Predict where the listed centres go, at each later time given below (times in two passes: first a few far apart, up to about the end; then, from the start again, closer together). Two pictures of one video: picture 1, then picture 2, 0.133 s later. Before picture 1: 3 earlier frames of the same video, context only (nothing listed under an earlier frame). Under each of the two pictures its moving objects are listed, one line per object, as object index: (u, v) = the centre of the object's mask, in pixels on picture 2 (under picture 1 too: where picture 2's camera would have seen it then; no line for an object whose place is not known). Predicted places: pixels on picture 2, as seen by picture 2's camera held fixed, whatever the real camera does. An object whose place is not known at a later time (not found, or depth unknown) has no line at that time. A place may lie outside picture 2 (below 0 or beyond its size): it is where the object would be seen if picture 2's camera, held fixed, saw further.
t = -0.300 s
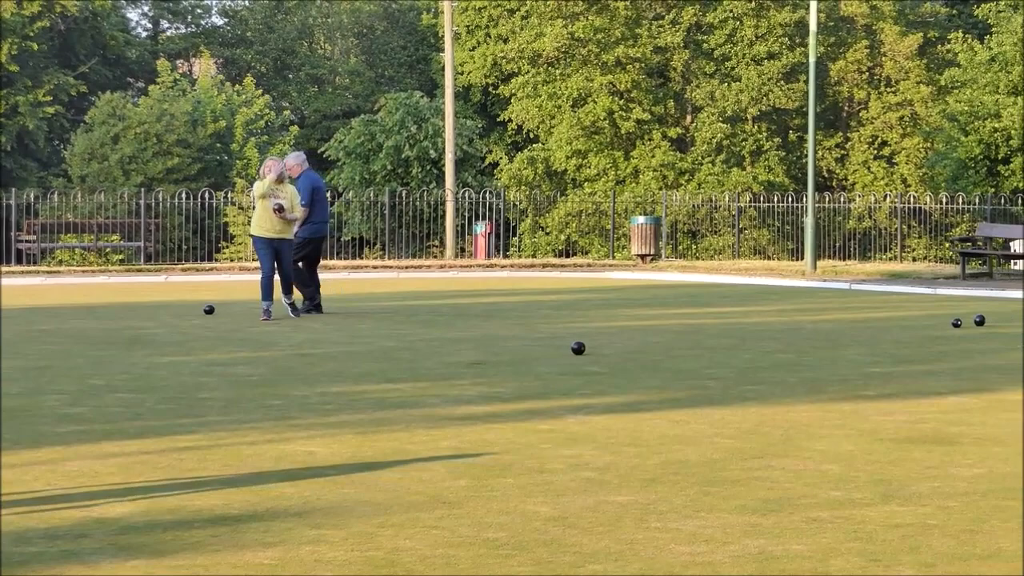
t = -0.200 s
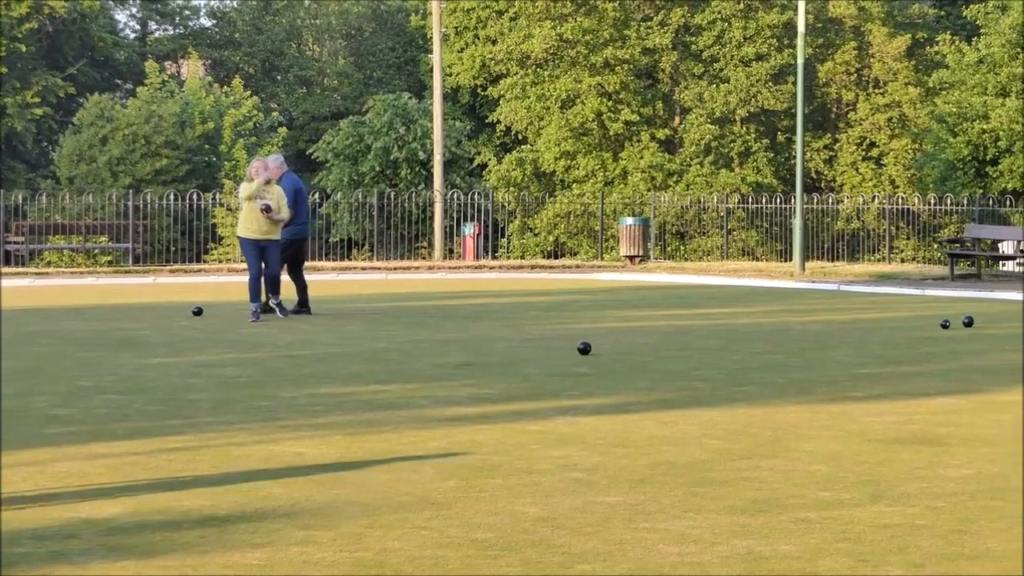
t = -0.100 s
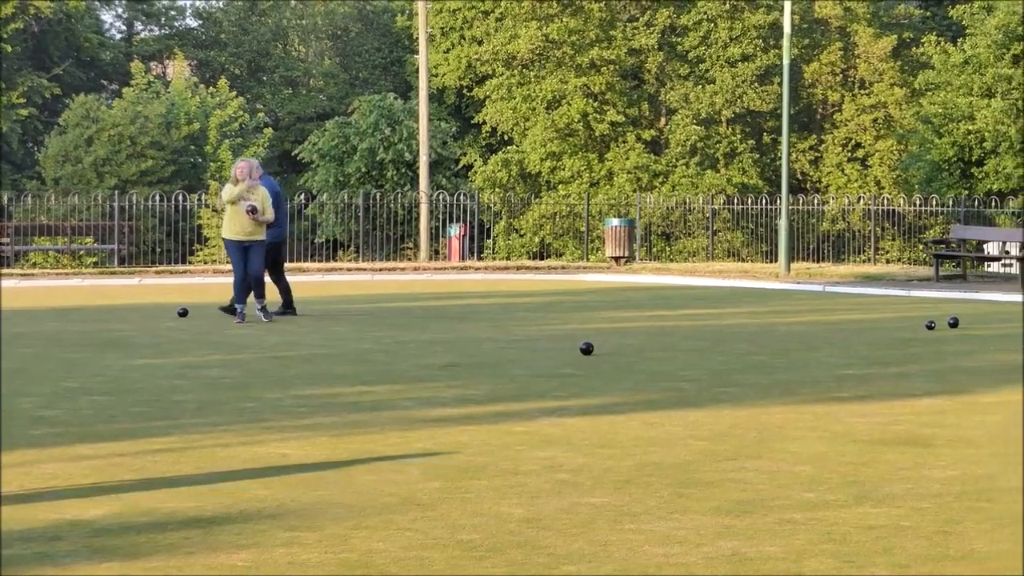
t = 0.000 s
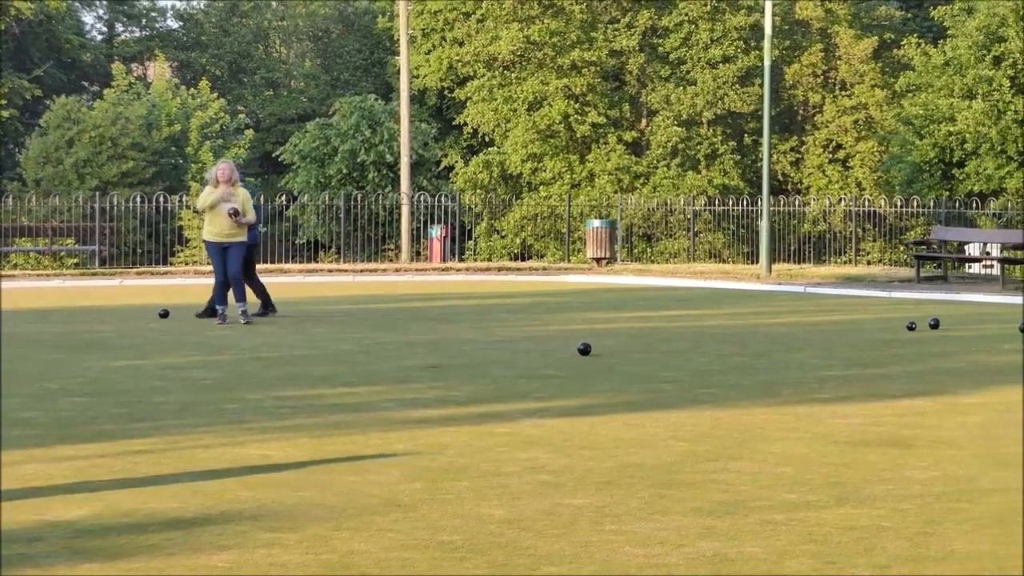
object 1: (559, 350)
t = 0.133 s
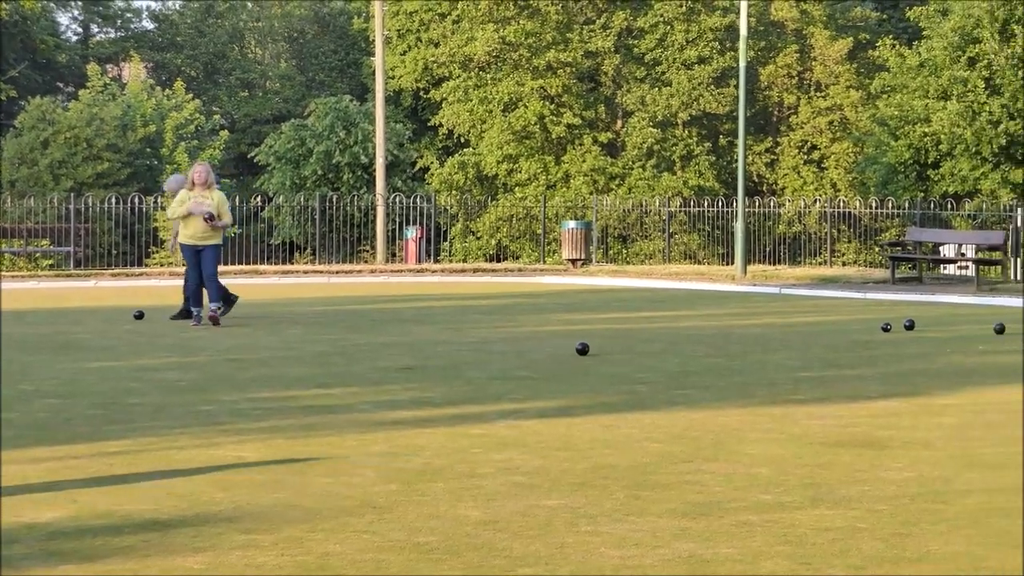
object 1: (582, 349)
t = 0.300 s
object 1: (606, 348)
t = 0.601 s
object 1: (652, 345)
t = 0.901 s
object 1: (695, 343)
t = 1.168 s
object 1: (730, 342)
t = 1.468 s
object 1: (768, 341)
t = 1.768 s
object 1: (805, 340)
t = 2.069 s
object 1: (840, 339)
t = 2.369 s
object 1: (872, 339)
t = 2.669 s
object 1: (903, 339)
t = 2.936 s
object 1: (929, 338)
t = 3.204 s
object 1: (965, 337)
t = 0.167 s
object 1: (585, 348)
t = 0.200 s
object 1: (591, 348)
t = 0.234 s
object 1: (597, 348)
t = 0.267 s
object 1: (601, 348)
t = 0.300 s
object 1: (606, 348)
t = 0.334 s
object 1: (613, 347)
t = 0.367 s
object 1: (616, 347)
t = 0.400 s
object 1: (622, 347)
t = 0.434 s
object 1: (628, 346)
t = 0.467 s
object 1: (630, 346)
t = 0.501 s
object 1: (637, 346)
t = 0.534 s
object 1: (643, 345)
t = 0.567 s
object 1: (646, 346)
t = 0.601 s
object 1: (652, 345)
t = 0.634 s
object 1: (657, 345)
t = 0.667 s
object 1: (660, 345)
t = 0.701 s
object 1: (666, 344)
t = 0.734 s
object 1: (672, 344)
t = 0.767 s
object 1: (675, 344)
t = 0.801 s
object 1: (681, 344)
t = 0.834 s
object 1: (686, 343)
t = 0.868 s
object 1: (689, 343)
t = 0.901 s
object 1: (695, 343)
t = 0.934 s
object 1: (700, 342)
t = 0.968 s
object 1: (702, 342)
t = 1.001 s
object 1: (708, 342)
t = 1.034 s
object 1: (713, 342)
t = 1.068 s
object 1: (716, 342)
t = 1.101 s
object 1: (722, 342)
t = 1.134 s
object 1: (727, 342)
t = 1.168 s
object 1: (730, 342)
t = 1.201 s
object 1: (735, 341)
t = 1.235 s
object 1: (740, 341)
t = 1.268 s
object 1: (743, 341)
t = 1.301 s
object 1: (748, 341)
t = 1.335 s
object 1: (753, 341)
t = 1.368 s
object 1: (755, 341)
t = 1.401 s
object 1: (760, 341)
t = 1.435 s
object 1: (765, 341)
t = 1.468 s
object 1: (768, 341)
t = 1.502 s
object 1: (773, 341)
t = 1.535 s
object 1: (778, 341)
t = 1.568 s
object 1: (780, 341)
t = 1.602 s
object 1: (785, 341)
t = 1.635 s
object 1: (790, 340)
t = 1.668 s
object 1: (792, 340)
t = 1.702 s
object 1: (798, 340)
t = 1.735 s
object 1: (803, 340)
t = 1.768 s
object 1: (805, 340)
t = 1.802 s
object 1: (810, 340)
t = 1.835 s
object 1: (815, 340)
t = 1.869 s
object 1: (818, 340)
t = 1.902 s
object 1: (822, 340)
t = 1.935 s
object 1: (827, 339)
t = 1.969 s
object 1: (829, 339)
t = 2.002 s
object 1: (834, 340)
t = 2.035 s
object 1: (839, 340)
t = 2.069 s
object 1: (840, 339)
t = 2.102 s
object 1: (845, 339)
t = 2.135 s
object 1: (849, 339)
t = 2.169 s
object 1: (851, 340)
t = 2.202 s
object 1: (855, 340)
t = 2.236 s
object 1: (860, 340)
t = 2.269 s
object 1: (862, 339)
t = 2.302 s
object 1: (866, 339)
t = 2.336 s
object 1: (870, 339)
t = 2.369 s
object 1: (872, 339)
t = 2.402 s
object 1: (877, 339)
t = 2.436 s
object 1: (881, 339)
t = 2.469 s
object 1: (883, 339)
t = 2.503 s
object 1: (887, 339)
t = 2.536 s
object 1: (891, 339)
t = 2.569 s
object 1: (893, 339)
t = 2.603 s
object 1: (897, 339)
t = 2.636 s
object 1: (901, 338)
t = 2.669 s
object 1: (903, 339)
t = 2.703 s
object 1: (907, 338)
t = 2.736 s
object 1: (911, 338)
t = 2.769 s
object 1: (912, 338)
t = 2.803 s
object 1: (916, 338)
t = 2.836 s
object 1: (920, 338)
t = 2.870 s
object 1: (922, 338)
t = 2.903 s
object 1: (926, 338)
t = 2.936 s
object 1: (929, 338)
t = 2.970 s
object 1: (935, 338)
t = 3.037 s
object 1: (942, 335)
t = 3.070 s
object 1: (947, 338)
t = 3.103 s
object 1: (953, 338)
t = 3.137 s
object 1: (955, 338)
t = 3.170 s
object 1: (960, 338)
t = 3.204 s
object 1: (965, 337)
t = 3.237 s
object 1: (968, 337)
